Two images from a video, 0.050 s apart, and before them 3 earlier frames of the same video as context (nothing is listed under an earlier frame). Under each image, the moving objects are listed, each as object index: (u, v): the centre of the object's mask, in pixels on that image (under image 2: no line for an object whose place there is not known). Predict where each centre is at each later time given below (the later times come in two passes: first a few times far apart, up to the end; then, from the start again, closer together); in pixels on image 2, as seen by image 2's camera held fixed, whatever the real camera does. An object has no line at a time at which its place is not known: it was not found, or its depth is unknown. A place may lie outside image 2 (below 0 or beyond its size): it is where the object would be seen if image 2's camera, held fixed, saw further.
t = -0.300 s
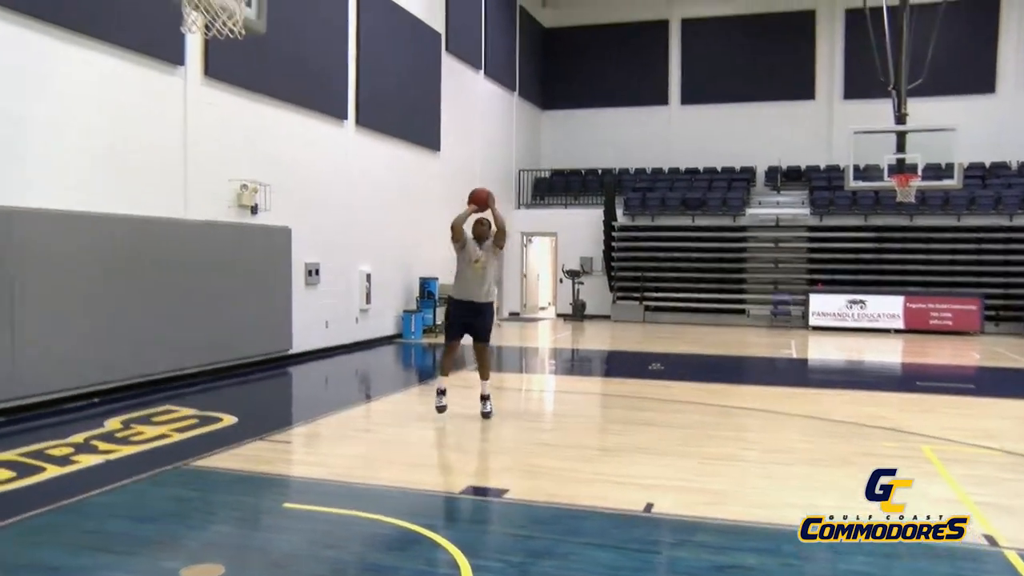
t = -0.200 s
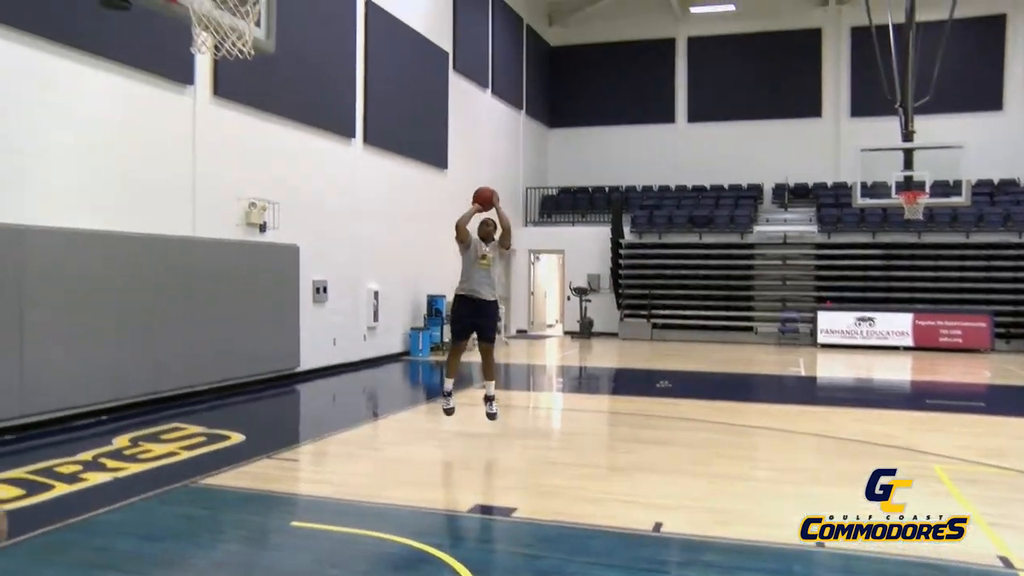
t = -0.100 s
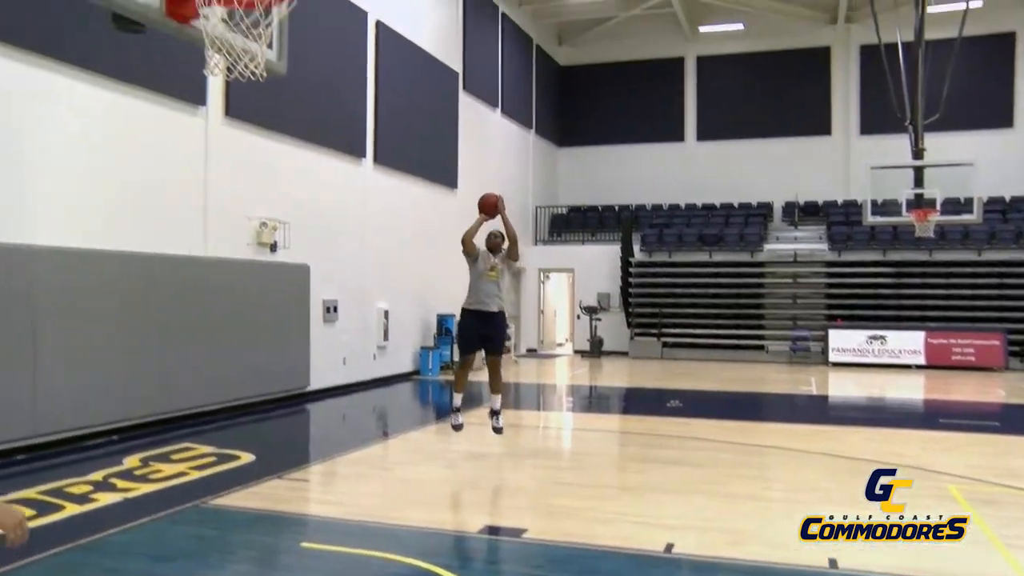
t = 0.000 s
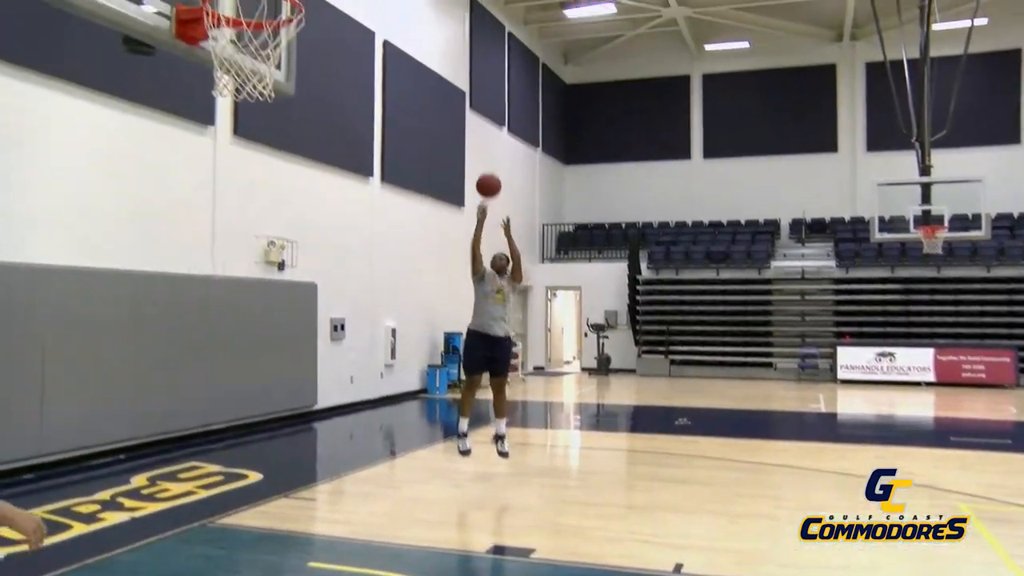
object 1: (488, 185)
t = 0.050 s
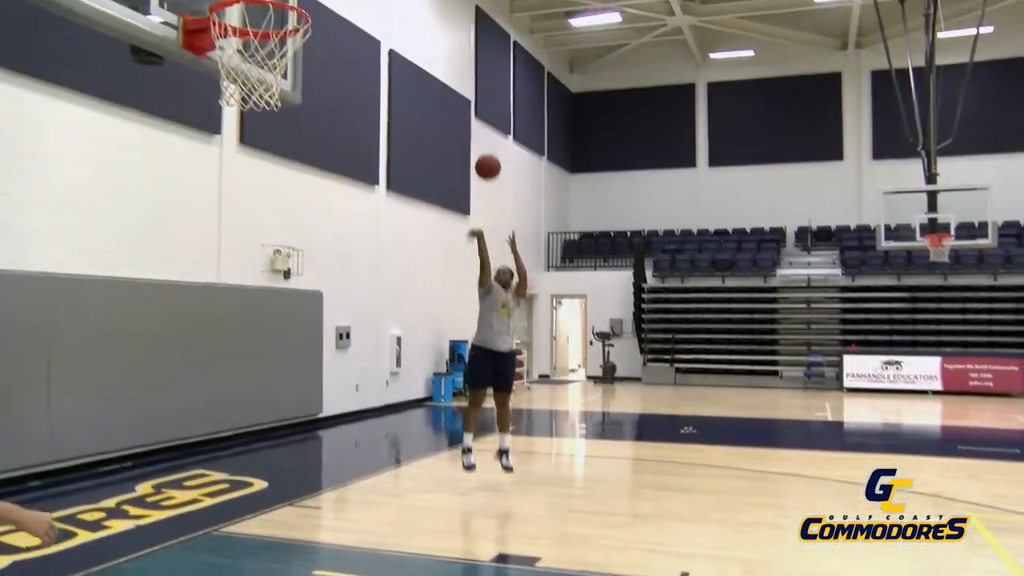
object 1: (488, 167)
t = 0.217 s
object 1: (465, 88)
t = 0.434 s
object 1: (428, 17)
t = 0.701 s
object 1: (363, 1)
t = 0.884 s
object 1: (330, 70)
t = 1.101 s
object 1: (385, 281)
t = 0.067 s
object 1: (485, 158)
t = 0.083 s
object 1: (483, 150)
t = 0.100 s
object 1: (482, 141)
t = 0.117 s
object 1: (480, 133)
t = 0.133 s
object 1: (477, 125)
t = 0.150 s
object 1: (476, 117)
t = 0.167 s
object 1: (473, 110)
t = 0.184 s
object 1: (470, 102)
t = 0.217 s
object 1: (465, 88)
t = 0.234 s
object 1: (463, 81)
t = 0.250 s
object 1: (460, 74)
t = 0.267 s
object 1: (457, 67)
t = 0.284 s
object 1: (455, 61)
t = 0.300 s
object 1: (452, 56)
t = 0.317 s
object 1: (449, 50)
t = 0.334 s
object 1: (446, 44)
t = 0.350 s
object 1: (443, 39)
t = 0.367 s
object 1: (440, 34)
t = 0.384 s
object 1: (437, 29)
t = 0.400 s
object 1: (434, 25)
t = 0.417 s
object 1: (431, 21)
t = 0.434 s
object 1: (428, 17)
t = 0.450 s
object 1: (424, 13)
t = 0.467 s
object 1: (421, 10)
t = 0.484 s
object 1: (417, 7)
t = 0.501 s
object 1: (413, 4)
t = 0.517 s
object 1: (410, 2)
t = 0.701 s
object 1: (363, 1)
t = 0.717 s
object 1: (359, 4)
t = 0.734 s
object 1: (353, 7)
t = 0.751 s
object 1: (348, 11)
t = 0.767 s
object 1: (342, 16)
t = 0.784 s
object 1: (337, 21)
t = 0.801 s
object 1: (332, 27)
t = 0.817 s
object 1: (328, 34)
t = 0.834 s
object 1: (324, 40)
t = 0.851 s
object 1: (322, 48)
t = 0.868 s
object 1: (326, 57)
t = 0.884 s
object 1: (330, 70)
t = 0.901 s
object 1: (333, 82)
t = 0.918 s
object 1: (338, 94)
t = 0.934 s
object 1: (342, 108)
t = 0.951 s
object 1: (346, 121)
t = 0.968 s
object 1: (350, 137)
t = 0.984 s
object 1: (354, 152)
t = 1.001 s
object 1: (359, 167)
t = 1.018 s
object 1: (363, 184)
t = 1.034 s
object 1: (367, 205)
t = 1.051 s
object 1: (372, 223)
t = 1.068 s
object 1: (376, 241)
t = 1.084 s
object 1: (381, 261)
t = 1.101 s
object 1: (385, 281)
